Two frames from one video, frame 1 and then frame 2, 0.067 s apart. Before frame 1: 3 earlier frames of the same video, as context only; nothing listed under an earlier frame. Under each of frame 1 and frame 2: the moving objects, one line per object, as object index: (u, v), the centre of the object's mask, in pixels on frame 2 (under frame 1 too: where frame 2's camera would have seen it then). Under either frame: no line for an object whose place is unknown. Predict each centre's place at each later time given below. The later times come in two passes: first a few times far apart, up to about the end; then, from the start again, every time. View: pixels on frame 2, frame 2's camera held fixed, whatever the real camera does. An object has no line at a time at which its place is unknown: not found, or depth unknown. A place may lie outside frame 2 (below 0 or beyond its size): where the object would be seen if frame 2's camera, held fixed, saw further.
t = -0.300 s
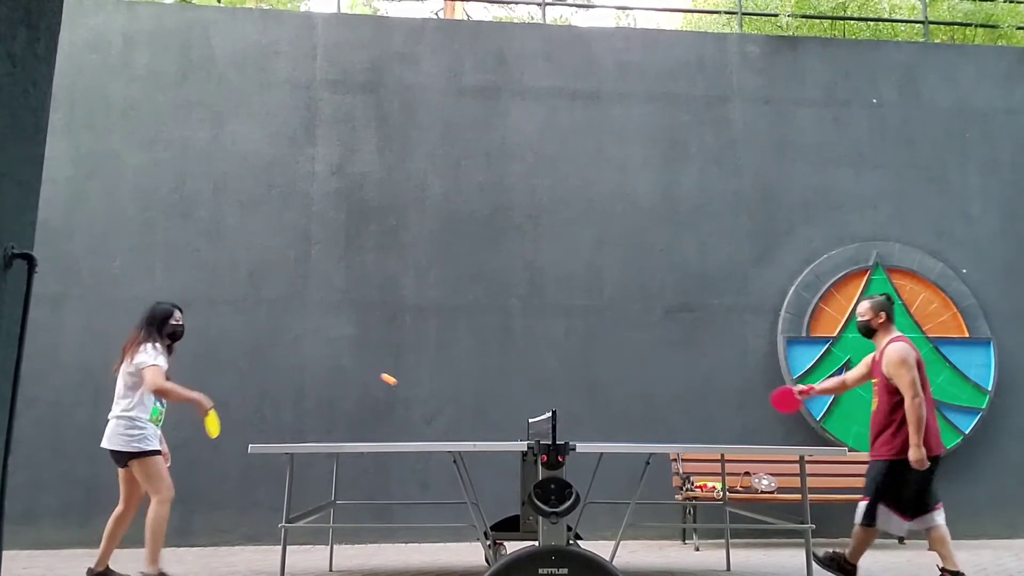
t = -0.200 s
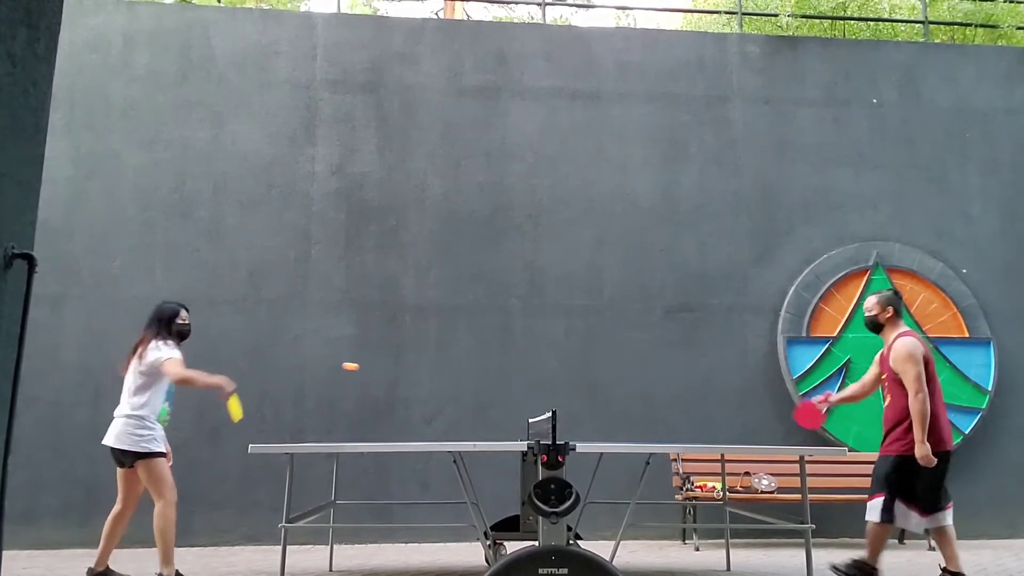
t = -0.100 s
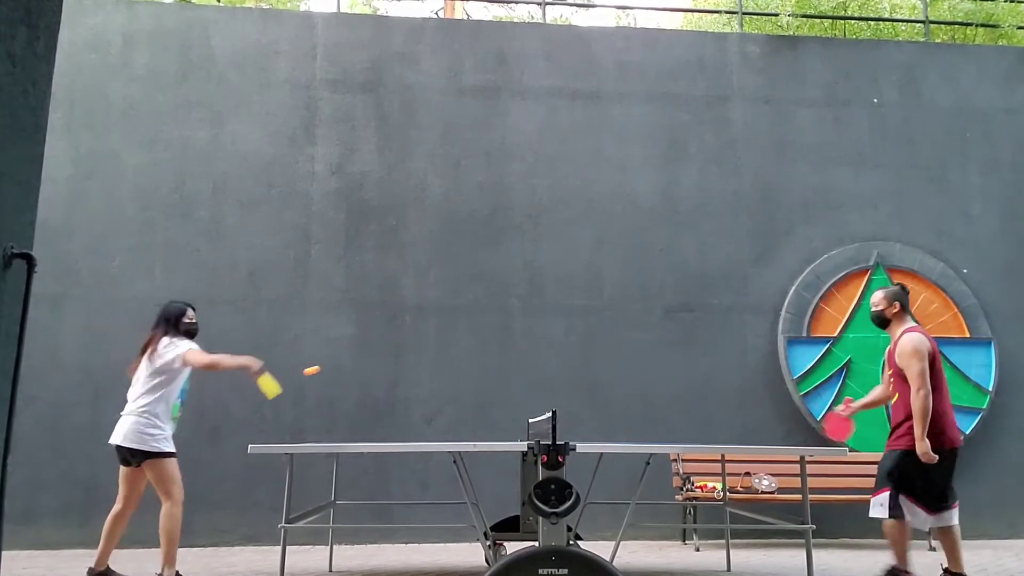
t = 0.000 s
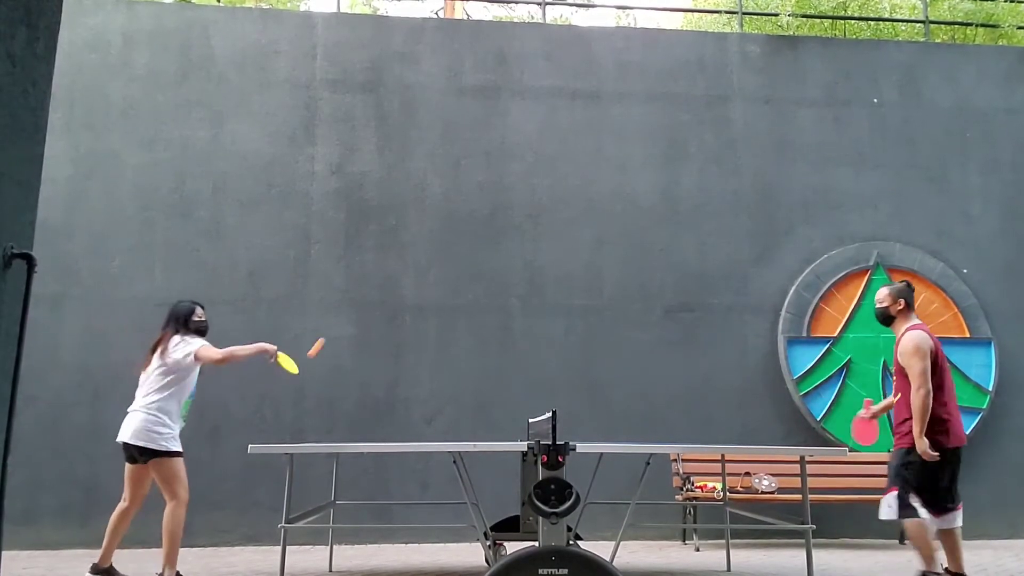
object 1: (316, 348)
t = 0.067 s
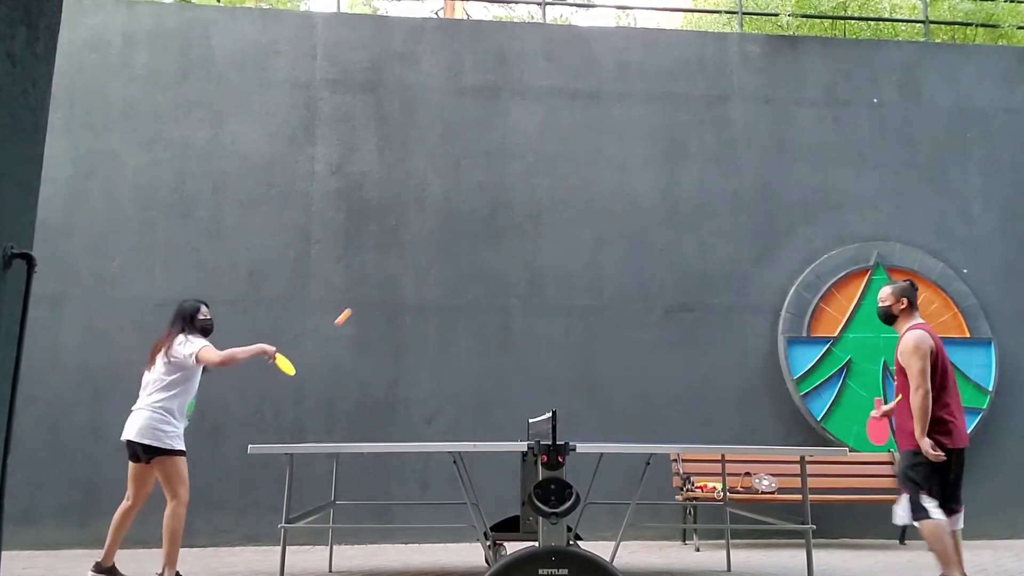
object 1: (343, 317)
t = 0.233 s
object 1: (408, 273)
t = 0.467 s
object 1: (500, 287)
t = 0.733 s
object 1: (618, 432)
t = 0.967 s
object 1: (669, 318)
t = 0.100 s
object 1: (356, 305)
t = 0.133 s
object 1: (369, 294)
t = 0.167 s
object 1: (382, 285)
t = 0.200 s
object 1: (395, 278)
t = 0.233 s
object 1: (408, 273)
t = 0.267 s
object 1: (421, 269)
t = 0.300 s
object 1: (434, 267)
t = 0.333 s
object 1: (446, 267)
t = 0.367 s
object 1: (459, 269)
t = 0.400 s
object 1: (472, 273)
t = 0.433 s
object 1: (486, 279)
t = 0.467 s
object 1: (500, 287)
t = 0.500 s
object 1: (513, 298)
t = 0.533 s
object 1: (527, 310)
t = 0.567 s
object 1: (542, 325)
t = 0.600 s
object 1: (557, 342)
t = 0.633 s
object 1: (572, 362)
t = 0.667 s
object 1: (587, 384)
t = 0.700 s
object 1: (603, 410)
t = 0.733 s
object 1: (618, 432)
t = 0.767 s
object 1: (627, 418)
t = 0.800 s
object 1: (634, 395)
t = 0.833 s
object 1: (641, 375)
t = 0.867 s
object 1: (647, 358)
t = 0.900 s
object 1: (654, 342)
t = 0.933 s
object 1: (661, 330)
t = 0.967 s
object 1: (669, 318)
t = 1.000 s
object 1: (676, 310)
